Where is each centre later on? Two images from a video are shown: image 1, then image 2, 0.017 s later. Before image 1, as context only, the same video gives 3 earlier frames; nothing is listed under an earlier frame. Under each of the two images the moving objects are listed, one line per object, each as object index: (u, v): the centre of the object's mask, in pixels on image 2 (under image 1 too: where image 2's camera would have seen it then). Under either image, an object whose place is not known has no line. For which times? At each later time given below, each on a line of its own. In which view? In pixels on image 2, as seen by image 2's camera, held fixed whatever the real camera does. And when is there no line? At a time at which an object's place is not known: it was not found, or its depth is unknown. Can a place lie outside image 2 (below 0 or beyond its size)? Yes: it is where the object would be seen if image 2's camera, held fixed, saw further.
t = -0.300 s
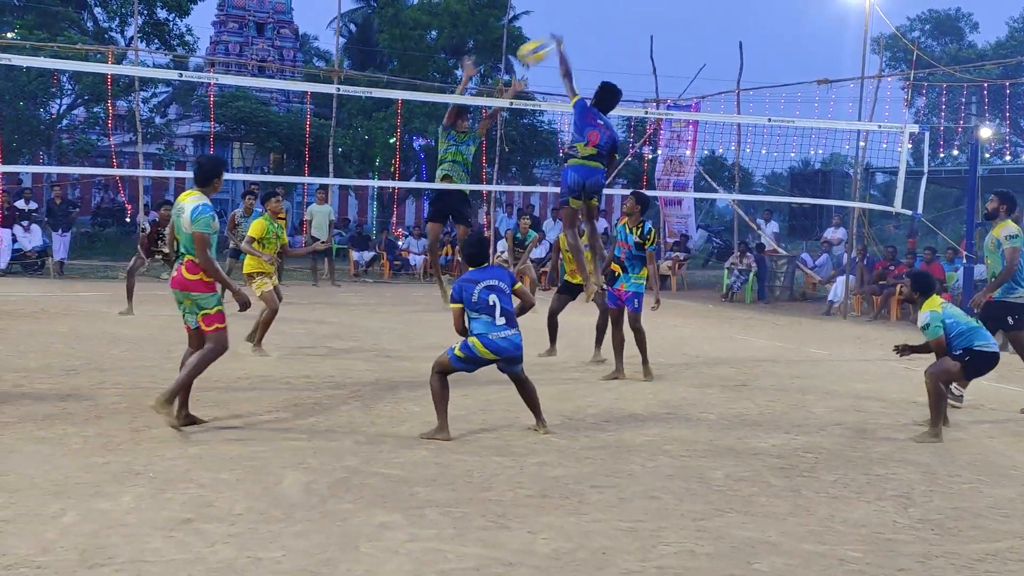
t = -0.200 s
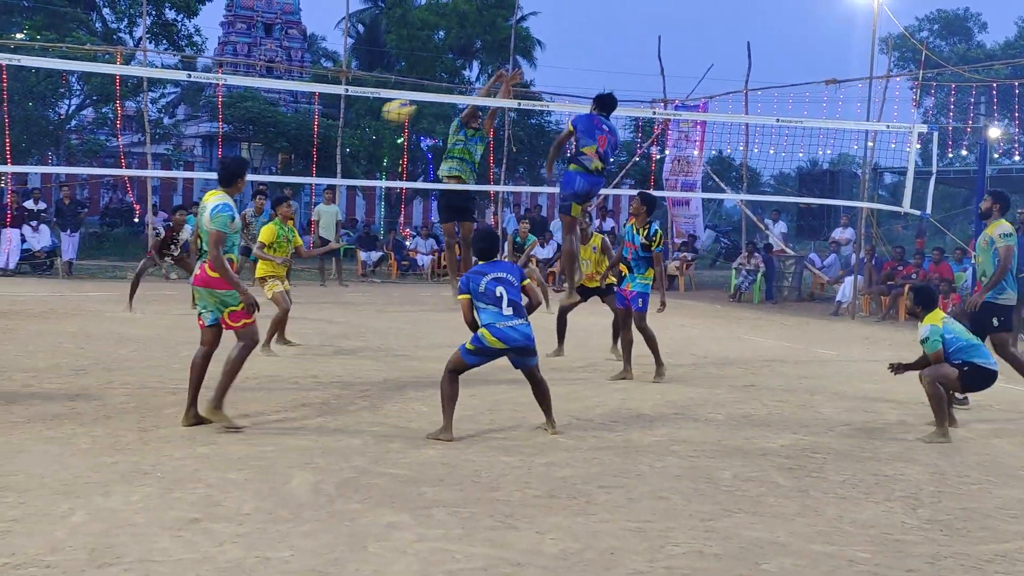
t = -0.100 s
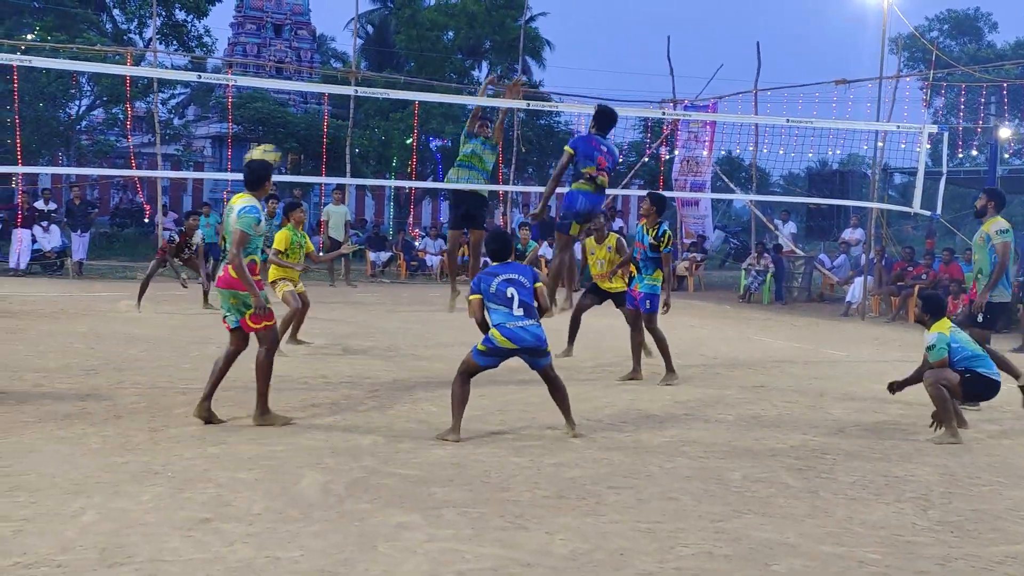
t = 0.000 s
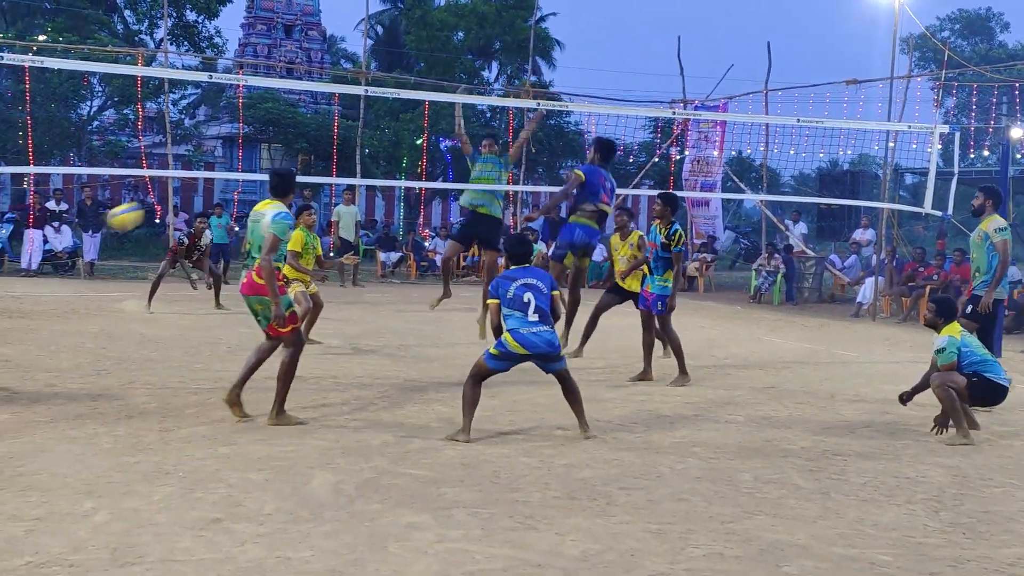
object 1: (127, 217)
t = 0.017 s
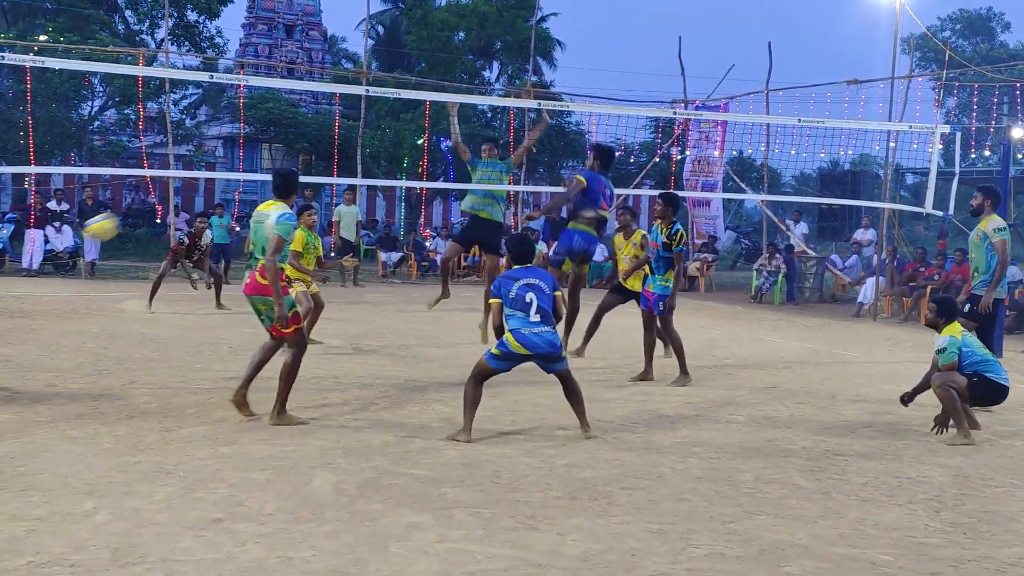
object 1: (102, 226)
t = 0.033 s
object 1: (76, 240)
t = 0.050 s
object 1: (51, 252)
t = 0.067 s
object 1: (24, 264)
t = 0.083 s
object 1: (5, 276)
